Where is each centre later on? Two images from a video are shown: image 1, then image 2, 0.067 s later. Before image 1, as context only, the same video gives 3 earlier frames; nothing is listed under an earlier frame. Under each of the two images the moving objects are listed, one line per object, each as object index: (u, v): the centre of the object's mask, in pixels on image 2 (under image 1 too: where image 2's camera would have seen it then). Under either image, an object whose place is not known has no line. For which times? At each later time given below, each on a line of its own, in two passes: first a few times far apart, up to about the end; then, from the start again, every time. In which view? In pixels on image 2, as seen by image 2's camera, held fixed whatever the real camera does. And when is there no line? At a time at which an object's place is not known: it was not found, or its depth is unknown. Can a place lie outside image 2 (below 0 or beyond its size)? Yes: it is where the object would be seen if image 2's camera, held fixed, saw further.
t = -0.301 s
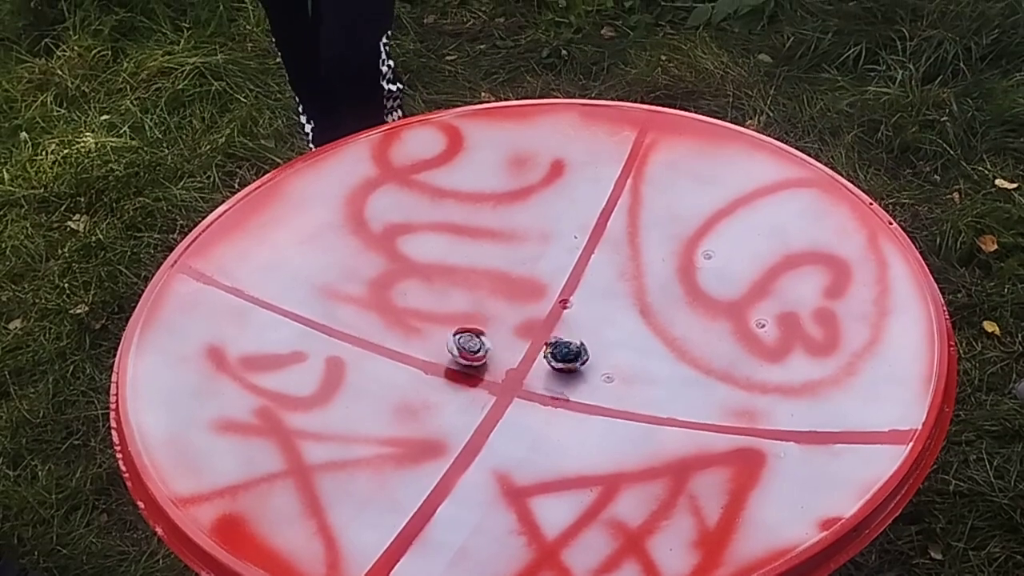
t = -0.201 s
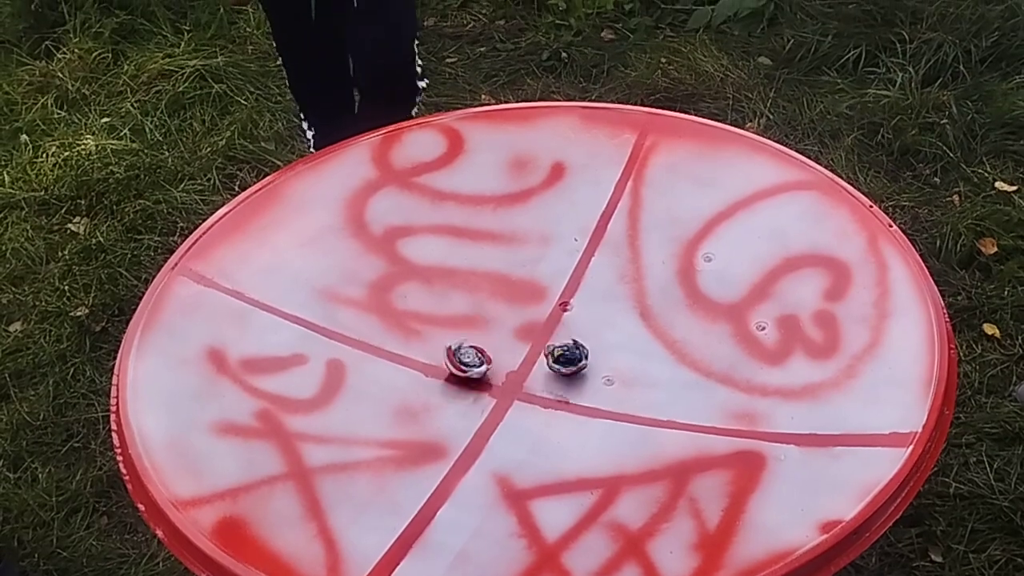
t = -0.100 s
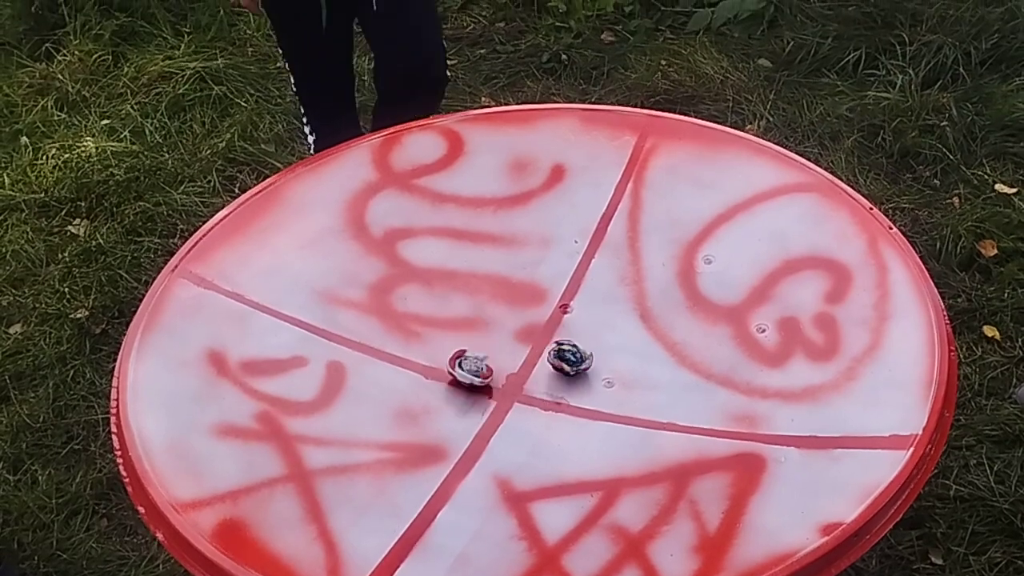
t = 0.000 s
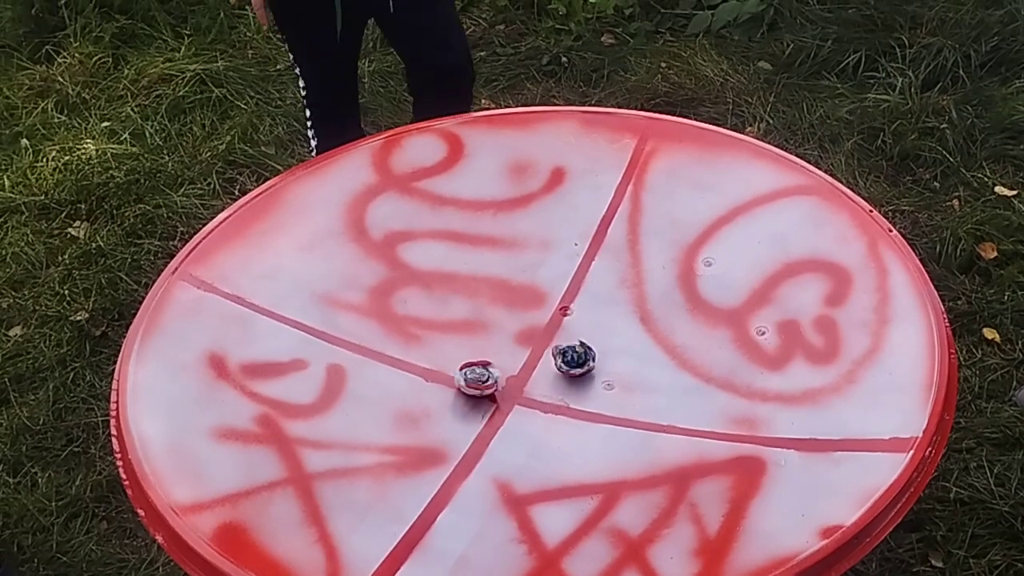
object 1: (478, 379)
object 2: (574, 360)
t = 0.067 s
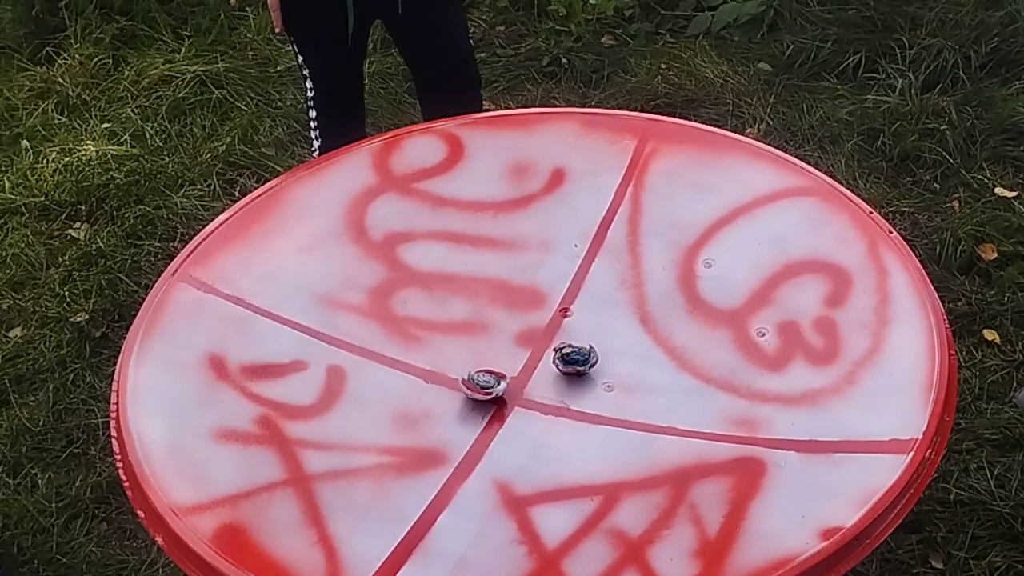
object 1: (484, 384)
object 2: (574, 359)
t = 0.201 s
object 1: (498, 387)
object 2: (575, 357)
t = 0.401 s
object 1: (526, 387)
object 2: (579, 355)
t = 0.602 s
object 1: (547, 377)
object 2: (579, 351)
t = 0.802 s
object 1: (552, 368)
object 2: (586, 344)
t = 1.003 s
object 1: (547, 359)
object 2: (592, 337)
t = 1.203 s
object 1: (542, 353)
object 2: (597, 336)
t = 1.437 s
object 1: (538, 346)
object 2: (593, 339)
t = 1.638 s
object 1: (532, 343)
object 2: (586, 340)
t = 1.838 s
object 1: (528, 344)
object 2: (578, 337)
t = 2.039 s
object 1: (527, 347)
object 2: (574, 331)
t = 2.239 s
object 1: (531, 349)
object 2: (573, 327)
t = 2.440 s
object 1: (538, 351)
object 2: (572, 327)
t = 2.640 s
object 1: (541, 357)
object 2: (577, 325)
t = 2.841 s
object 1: (546, 358)
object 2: (573, 327)
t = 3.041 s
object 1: (548, 359)
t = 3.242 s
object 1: (552, 358)
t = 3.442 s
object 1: (554, 361)
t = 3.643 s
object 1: (557, 358)
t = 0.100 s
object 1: (487, 385)
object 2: (576, 359)
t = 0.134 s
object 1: (490, 386)
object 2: (574, 358)
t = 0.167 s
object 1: (495, 387)
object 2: (574, 357)
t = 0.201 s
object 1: (498, 387)
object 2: (575, 357)
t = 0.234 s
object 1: (503, 388)
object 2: (575, 356)
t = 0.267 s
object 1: (508, 388)
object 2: (578, 356)
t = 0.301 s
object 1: (511, 390)
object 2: (578, 356)
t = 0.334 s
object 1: (518, 389)
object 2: (579, 355)
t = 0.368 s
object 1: (522, 389)
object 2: (580, 355)
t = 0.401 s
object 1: (526, 387)
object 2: (579, 355)
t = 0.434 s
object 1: (529, 386)
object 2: (579, 353)
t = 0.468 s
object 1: (534, 385)
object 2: (580, 352)
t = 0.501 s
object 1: (539, 383)
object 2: (579, 352)
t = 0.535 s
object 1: (542, 382)
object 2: (581, 351)
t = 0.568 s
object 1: (545, 379)
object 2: (581, 352)
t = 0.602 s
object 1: (547, 377)
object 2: (579, 351)
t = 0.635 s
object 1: (548, 377)
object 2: (581, 349)
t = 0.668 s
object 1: (549, 376)
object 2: (583, 348)
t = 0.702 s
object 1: (551, 374)
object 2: (584, 346)
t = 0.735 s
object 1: (552, 371)
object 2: (587, 346)
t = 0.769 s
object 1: (552, 370)
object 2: (588, 346)
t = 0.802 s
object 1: (552, 368)
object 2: (586, 344)
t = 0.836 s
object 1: (551, 366)
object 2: (587, 341)
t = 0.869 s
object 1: (550, 365)
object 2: (588, 340)
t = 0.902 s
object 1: (550, 363)
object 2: (590, 338)
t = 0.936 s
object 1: (548, 362)
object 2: (592, 338)
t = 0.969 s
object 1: (548, 360)
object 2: (592, 339)
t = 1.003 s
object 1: (547, 359)
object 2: (592, 337)
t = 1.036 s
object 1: (548, 359)
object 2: (594, 337)
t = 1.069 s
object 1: (545, 357)
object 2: (594, 337)
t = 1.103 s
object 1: (544, 356)
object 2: (595, 336)
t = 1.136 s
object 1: (546, 355)
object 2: (596, 337)
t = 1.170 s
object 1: (544, 353)
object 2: (595, 337)
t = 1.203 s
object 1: (542, 353)
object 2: (597, 336)
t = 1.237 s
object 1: (543, 351)
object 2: (598, 337)
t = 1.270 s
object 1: (541, 350)
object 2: (596, 337)
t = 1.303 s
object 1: (541, 351)
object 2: (597, 337)
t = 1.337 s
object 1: (540, 348)
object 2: (597, 338)
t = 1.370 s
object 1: (538, 347)
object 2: (594, 339)
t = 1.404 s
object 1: (540, 347)
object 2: (594, 338)
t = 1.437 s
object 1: (538, 346)
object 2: (593, 339)
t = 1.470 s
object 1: (536, 346)
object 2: (590, 340)
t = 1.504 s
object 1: (537, 345)
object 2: (590, 340)
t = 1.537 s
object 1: (535, 344)
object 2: (590, 340)
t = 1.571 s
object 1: (533, 346)
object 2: (587, 340)
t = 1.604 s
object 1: (534, 345)
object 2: (586, 340)
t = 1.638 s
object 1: (532, 343)
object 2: (586, 340)
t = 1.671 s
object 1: (533, 345)
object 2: (583, 340)
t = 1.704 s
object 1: (532, 345)
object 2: (581, 339)
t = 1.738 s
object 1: (529, 344)
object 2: (581, 339)
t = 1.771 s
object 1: (531, 344)
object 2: (580, 339)
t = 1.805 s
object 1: (529, 344)
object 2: (578, 338)
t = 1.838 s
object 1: (528, 344)
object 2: (578, 337)
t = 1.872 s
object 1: (529, 344)
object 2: (576, 337)
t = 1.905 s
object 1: (528, 344)
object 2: (575, 335)
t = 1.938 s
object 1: (527, 346)
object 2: (576, 335)
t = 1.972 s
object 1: (528, 344)
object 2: (575, 334)
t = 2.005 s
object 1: (527, 345)
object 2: (574, 332)
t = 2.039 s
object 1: (527, 347)
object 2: (574, 331)
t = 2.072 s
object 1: (529, 346)
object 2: (573, 331)
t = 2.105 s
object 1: (528, 346)
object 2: (573, 329)
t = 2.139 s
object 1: (529, 348)
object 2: (574, 328)
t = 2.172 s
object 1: (529, 346)
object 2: (574, 329)
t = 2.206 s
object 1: (529, 347)
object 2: (572, 328)
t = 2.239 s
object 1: (531, 349)
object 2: (573, 327)
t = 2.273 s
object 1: (531, 349)
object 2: (574, 329)
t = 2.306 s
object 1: (532, 348)
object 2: (572, 328)
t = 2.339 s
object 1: (534, 349)
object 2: (573, 328)
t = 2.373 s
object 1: (533, 348)
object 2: (574, 329)
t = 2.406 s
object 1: (534, 349)
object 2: (572, 329)
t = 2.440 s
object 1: (538, 351)
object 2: (572, 327)
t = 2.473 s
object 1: (536, 352)
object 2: (577, 327)
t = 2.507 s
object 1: (536, 352)
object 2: (577, 326)
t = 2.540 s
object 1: (539, 355)
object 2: (578, 326)
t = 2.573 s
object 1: (538, 354)
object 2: (578, 327)
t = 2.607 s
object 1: (539, 354)
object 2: (576, 326)
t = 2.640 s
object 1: (541, 357)
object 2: (577, 325)
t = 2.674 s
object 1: (541, 356)
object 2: (577, 327)
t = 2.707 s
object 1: (542, 355)
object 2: (575, 327)
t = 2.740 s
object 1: (544, 358)
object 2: (575, 326)
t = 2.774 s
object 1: (545, 356)
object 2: (576, 327)
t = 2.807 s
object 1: (546, 356)
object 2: (575, 328)
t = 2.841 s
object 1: (546, 358)
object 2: (573, 327)
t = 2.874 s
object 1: (549, 357)
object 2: (574, 327)
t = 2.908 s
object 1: (550, 356)
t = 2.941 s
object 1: (547, 358)
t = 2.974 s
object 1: (551, 358)
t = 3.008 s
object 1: (551, 358)
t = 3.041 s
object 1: (548, 359)
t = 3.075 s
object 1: (551, 360)
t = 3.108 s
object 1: (552, 358)
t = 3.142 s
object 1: (549, 357)
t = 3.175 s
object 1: (551, 360)
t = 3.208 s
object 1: (553, 358)
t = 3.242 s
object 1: (552, 358)
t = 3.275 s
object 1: (552, 361)
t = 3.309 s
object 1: (555, 361)
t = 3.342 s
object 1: (556, 360)
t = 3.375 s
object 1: (553, 358)
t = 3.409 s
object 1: (552, 361)
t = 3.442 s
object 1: (554, 361)
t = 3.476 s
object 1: (557, 361)
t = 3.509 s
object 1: (556, 359)
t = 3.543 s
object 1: (555, 361)
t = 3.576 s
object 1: (556, 361)
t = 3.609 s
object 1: (560, 360)
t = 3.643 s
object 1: (557, 358)
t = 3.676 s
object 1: (556, 359)
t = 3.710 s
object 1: (555, 361)
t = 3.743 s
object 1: (559, 360)
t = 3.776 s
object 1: (556, 358)
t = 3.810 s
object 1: (550, 363)
